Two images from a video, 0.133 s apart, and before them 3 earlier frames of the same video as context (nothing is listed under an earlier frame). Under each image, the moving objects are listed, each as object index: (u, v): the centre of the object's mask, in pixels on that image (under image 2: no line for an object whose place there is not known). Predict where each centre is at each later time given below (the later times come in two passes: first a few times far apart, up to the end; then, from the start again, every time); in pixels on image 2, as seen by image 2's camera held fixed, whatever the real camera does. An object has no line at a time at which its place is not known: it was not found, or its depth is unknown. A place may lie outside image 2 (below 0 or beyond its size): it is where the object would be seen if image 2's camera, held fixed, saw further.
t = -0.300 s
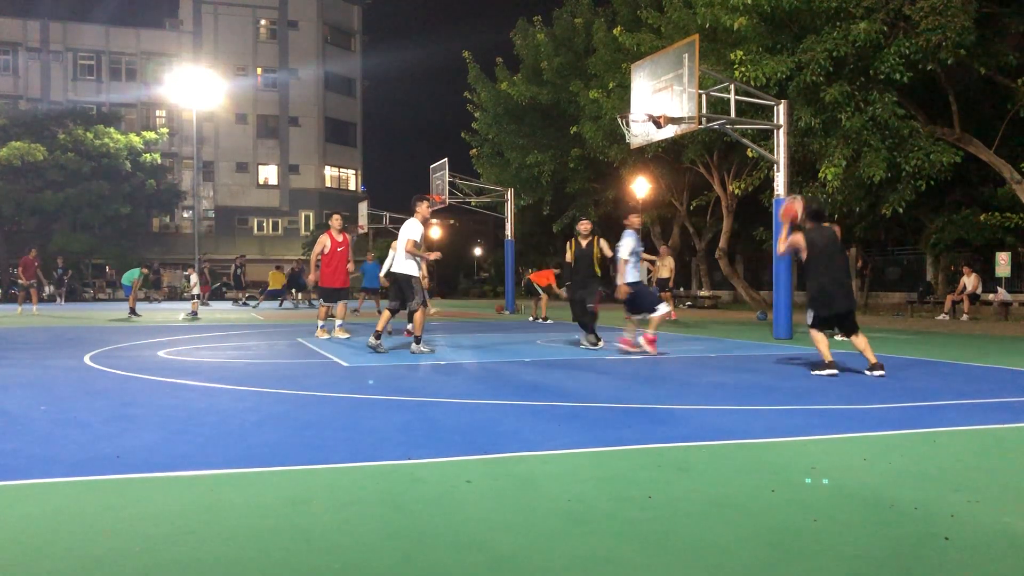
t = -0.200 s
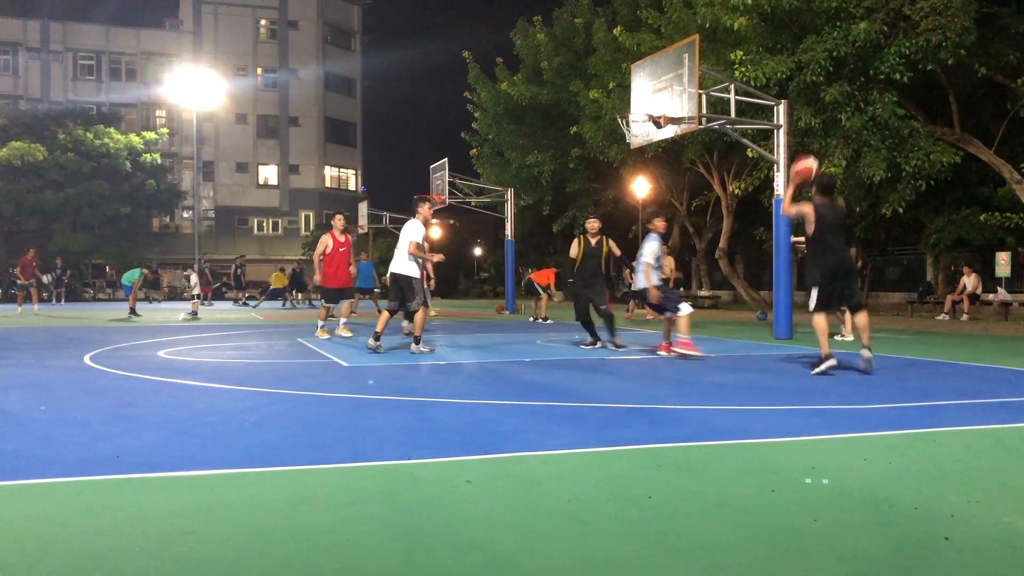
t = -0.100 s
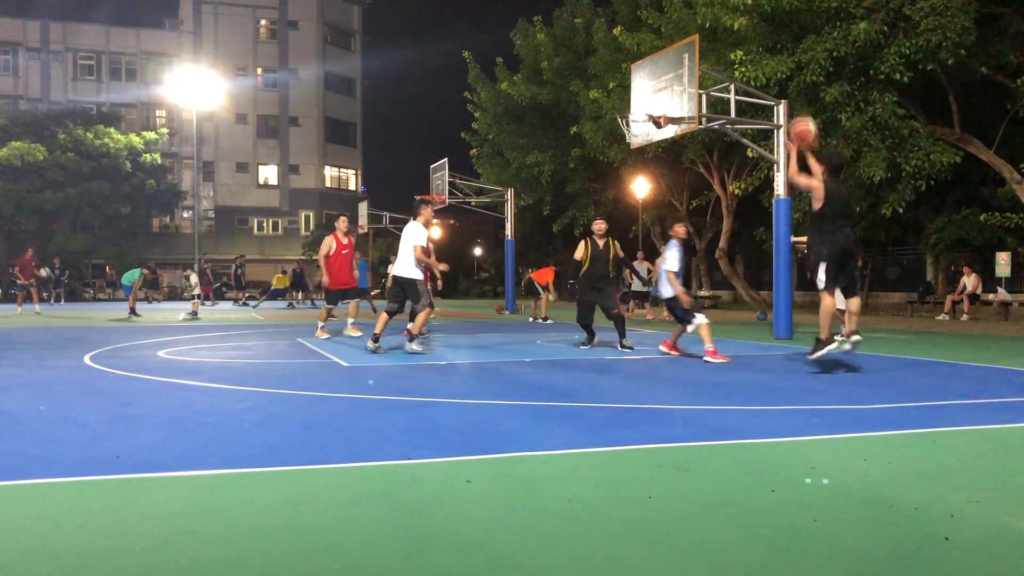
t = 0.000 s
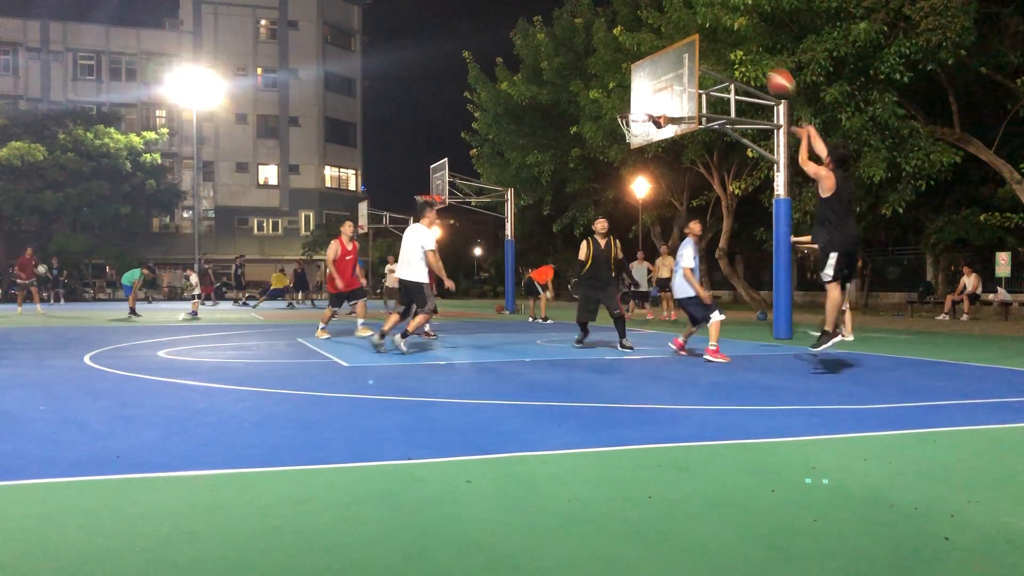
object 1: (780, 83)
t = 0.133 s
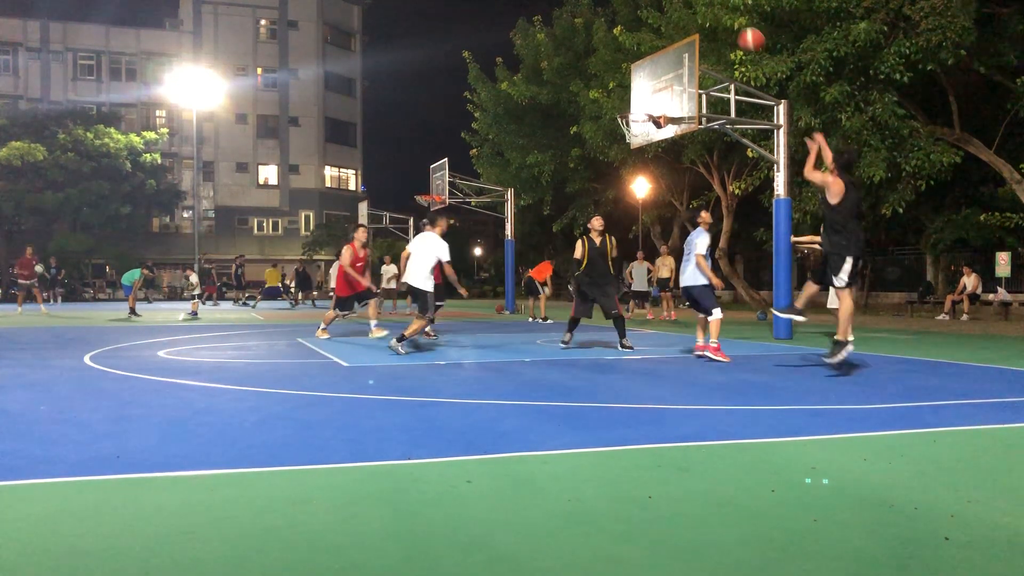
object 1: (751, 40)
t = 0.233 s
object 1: (731, 24)
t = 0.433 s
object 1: (697, 19)
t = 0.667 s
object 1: (664, 53)
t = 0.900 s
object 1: (639, 100)
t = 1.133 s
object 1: (625, 97)
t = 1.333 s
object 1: (614, 124)
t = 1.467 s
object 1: (608, 155)
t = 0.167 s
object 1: (744, 33)
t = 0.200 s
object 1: (738, 28)
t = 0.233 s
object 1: (731, 24)
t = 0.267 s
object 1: (725, 20)
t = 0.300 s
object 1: (719, 17)
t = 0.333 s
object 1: (713, 16)
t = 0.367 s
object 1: (708, 16)
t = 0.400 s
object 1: (703, 17)
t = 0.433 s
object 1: (697, 19)
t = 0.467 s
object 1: (692, 21)
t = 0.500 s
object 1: (688, 24)
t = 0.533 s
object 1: (683, 28)
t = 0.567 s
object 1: (678, 34)
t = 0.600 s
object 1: (673, 39)
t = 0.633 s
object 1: (669, 46)
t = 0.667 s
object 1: (664, 53)
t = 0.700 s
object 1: (660, 61)
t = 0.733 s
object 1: (656, 70)
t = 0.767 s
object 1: (652, 79)
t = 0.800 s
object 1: (648, 90)
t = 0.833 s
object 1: (644, 100)
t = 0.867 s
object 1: (641, 104)
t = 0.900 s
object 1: (639, 100)
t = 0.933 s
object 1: (637, 97)
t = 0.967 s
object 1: (634, 96)
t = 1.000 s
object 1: (633, 94)
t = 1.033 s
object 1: (631, 94)
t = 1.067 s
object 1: (629, 94)
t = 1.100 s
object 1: (628, 95)
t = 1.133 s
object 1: (625, 97)
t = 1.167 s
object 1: (624, 100)
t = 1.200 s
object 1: (622, 104)
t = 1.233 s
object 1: (621, 107)
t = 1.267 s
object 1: (619, 112)
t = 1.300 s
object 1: (616, 116)
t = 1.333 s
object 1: (614, 124)
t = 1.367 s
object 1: (613, 131)
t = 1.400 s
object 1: (612, 138)
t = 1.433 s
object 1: (610, 145)
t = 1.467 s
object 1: (608, 155)
